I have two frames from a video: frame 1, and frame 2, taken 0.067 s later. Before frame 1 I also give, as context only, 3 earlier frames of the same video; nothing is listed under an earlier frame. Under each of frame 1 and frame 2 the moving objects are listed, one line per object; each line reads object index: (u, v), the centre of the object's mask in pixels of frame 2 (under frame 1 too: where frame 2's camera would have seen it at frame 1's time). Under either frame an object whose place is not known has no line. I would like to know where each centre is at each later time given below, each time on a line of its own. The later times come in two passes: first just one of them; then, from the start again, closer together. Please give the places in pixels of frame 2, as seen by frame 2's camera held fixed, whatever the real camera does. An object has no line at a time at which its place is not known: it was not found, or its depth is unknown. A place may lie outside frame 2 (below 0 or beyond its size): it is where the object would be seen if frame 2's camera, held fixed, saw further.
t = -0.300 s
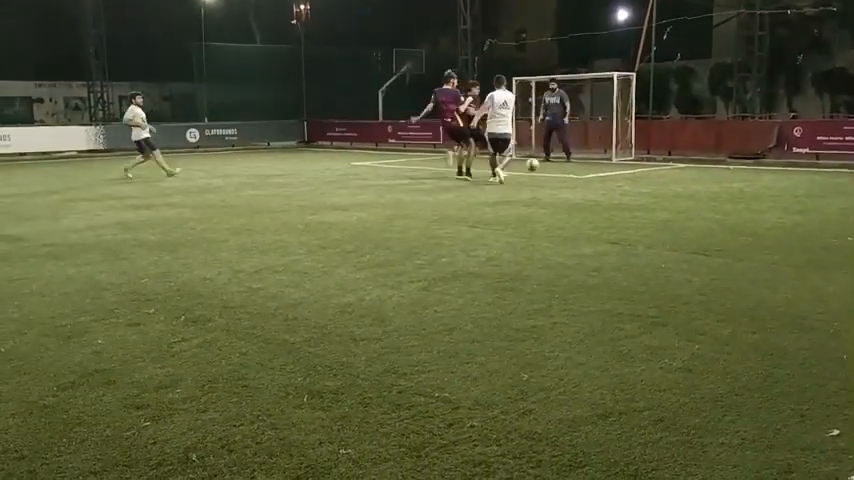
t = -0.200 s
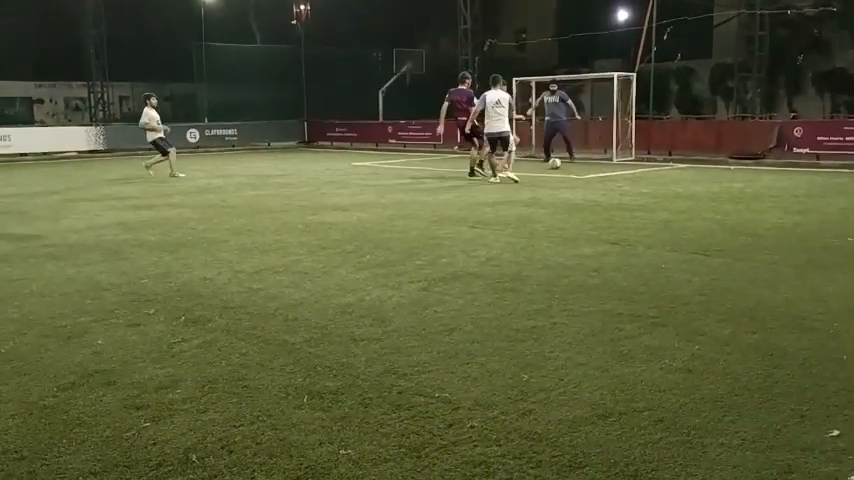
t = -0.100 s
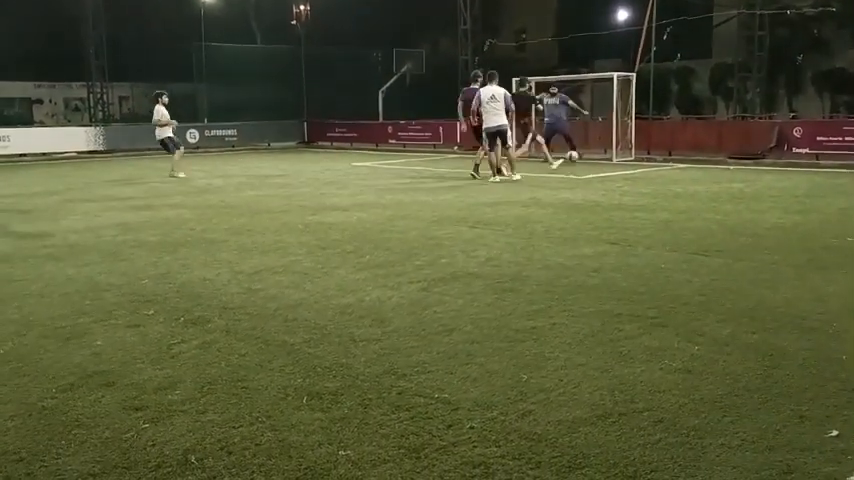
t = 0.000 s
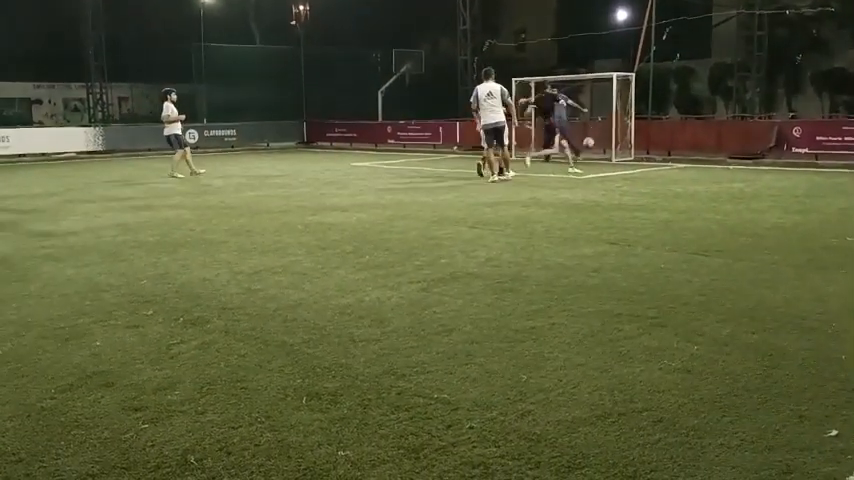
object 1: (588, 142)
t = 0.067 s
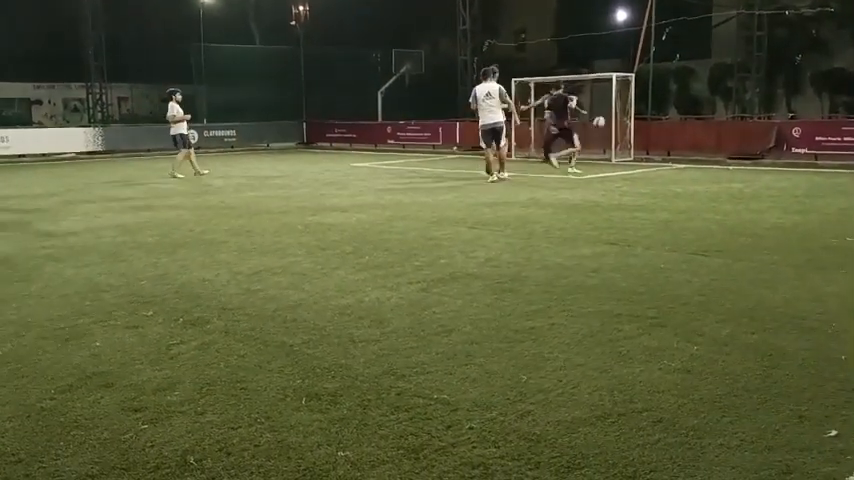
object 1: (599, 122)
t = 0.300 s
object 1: (639, 66)
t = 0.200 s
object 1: (622, 87)
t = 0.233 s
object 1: (627, 79)
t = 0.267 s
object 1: (633, 73)
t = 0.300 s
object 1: (639, 66)
